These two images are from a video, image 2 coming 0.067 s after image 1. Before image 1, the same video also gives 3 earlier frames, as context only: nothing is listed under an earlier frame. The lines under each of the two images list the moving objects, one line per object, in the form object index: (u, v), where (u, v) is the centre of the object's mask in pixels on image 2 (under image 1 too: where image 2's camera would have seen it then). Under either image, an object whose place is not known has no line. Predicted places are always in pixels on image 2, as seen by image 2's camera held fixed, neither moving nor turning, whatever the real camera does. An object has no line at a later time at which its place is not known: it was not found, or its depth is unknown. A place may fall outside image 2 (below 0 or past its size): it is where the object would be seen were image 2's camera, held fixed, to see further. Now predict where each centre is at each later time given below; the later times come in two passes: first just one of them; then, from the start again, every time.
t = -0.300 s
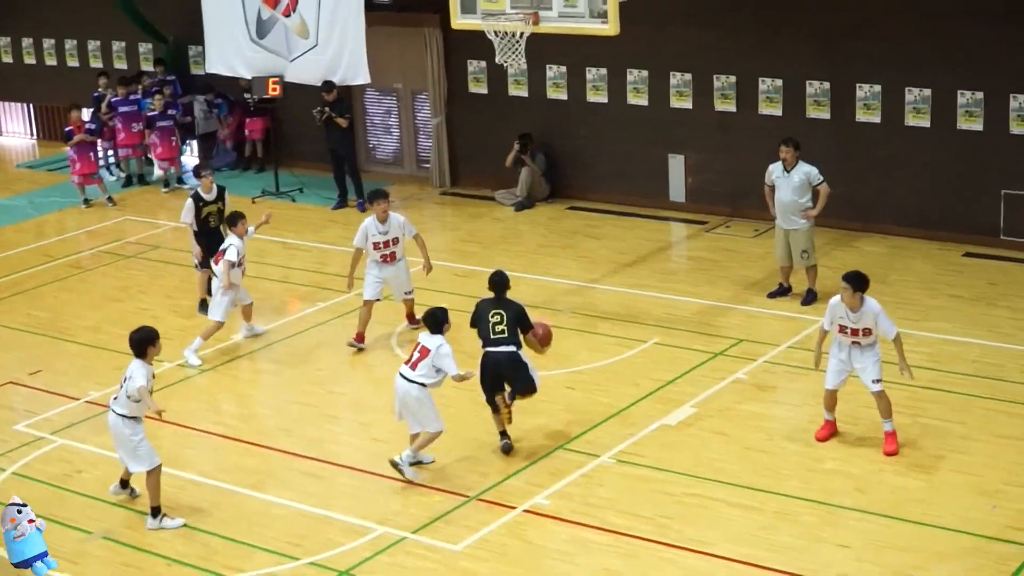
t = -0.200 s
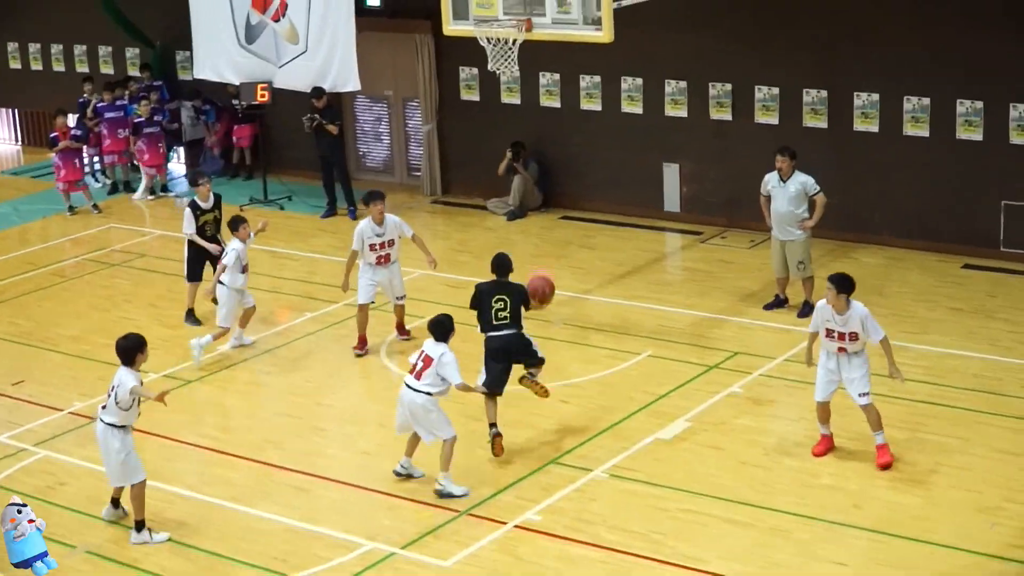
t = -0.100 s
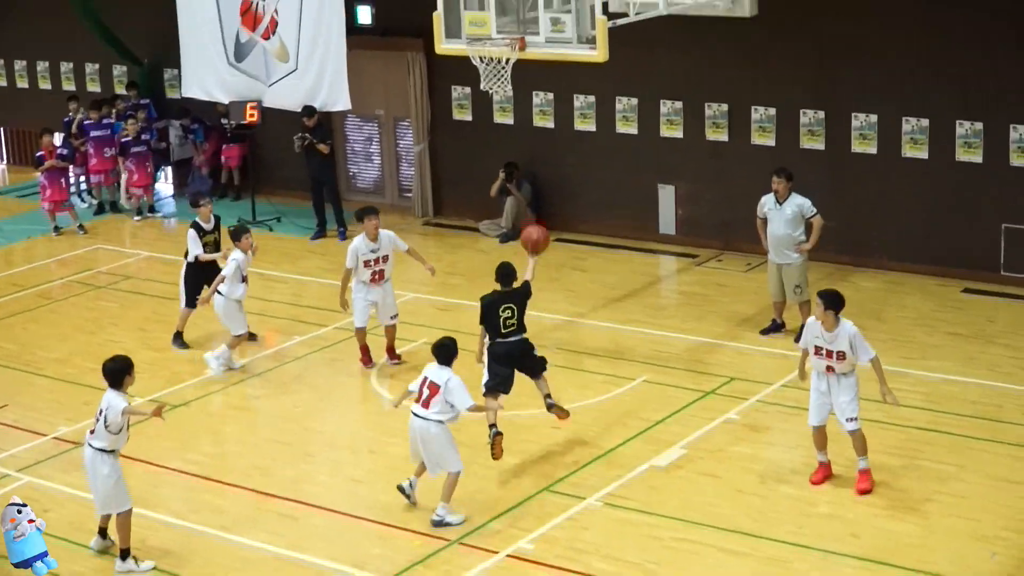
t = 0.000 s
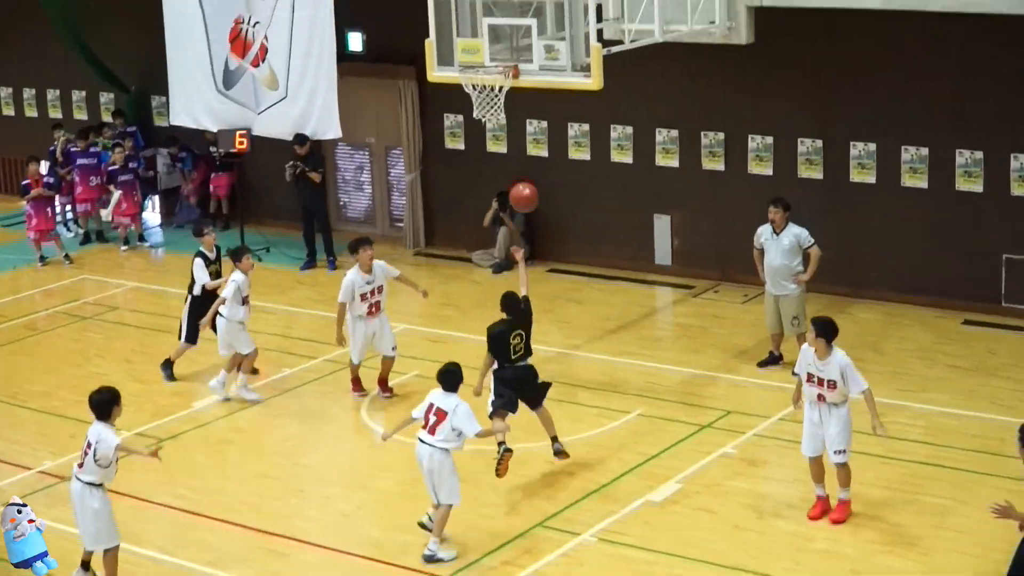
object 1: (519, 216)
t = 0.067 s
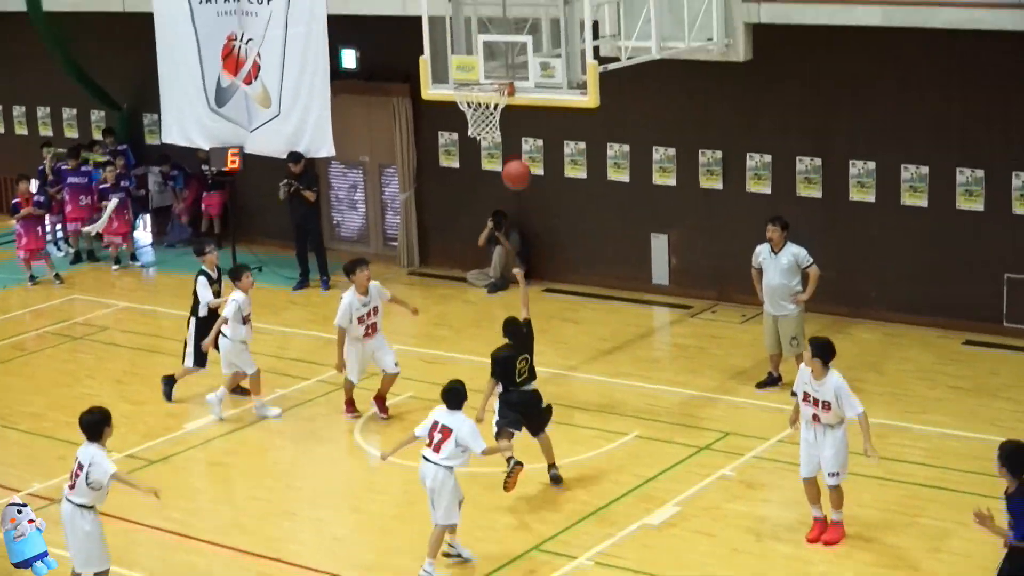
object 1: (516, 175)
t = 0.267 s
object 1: (510, 86)
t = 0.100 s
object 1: (515, 156)
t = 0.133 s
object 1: (514, 140)
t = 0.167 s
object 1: (513, 125)
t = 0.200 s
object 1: (513, 112)
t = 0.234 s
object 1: (512, 98)
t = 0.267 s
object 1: (510, 86)
